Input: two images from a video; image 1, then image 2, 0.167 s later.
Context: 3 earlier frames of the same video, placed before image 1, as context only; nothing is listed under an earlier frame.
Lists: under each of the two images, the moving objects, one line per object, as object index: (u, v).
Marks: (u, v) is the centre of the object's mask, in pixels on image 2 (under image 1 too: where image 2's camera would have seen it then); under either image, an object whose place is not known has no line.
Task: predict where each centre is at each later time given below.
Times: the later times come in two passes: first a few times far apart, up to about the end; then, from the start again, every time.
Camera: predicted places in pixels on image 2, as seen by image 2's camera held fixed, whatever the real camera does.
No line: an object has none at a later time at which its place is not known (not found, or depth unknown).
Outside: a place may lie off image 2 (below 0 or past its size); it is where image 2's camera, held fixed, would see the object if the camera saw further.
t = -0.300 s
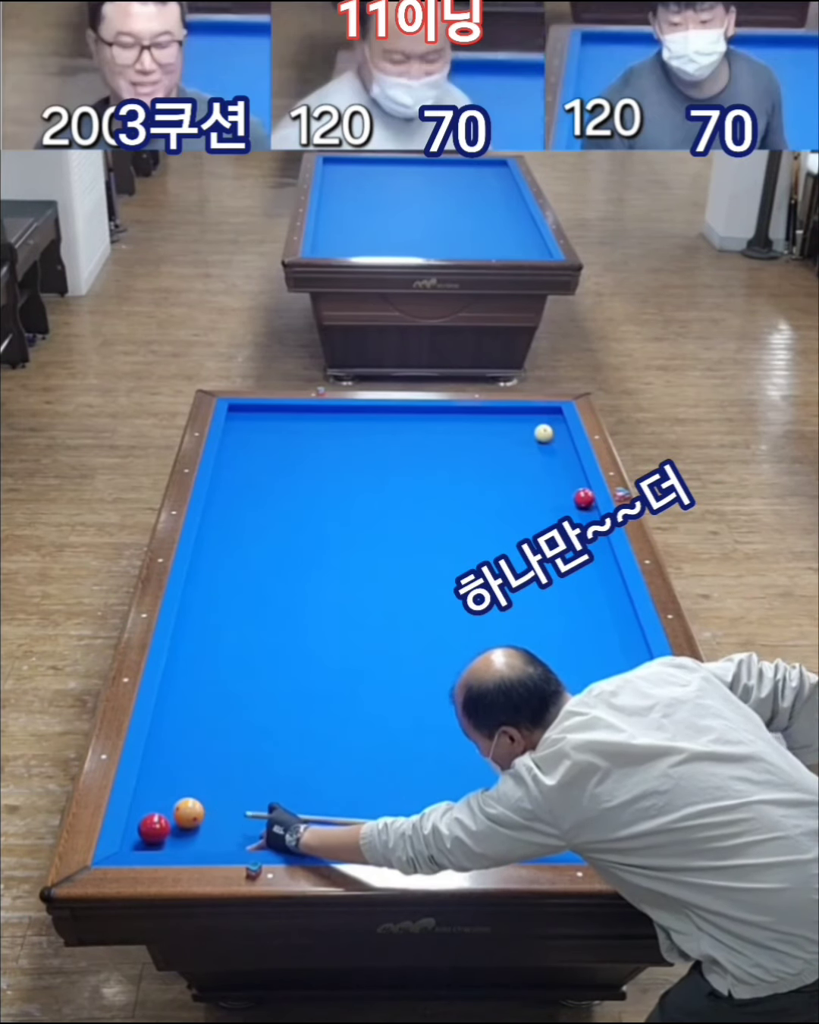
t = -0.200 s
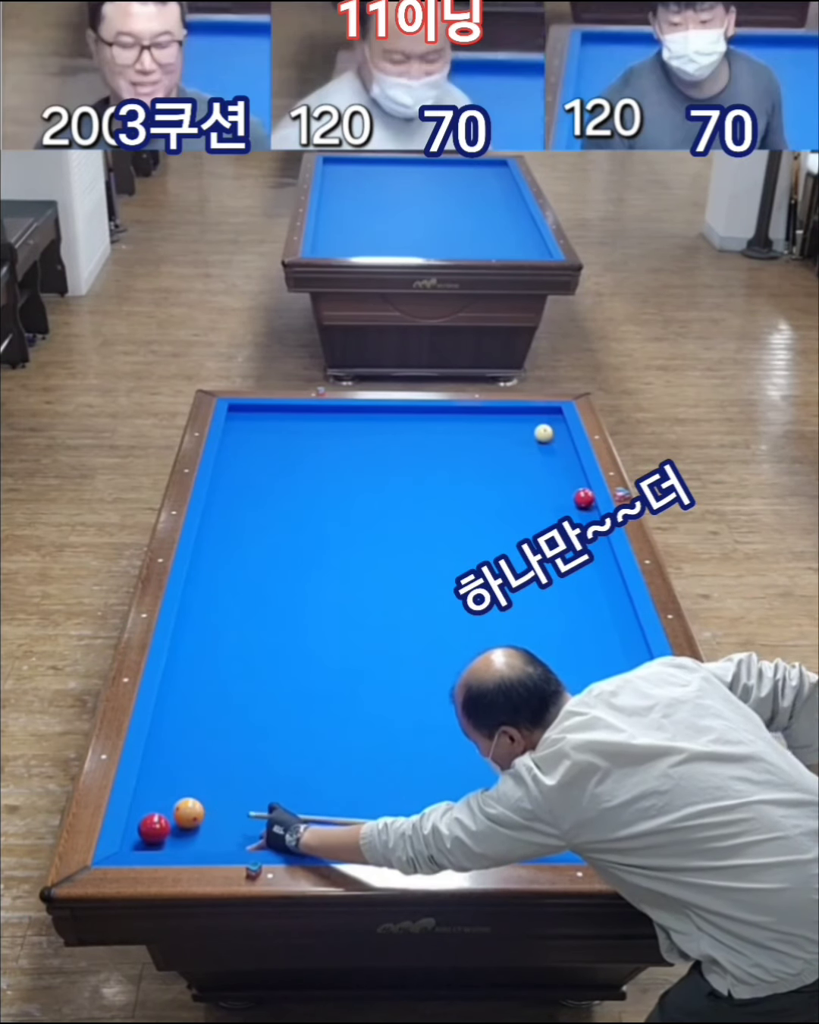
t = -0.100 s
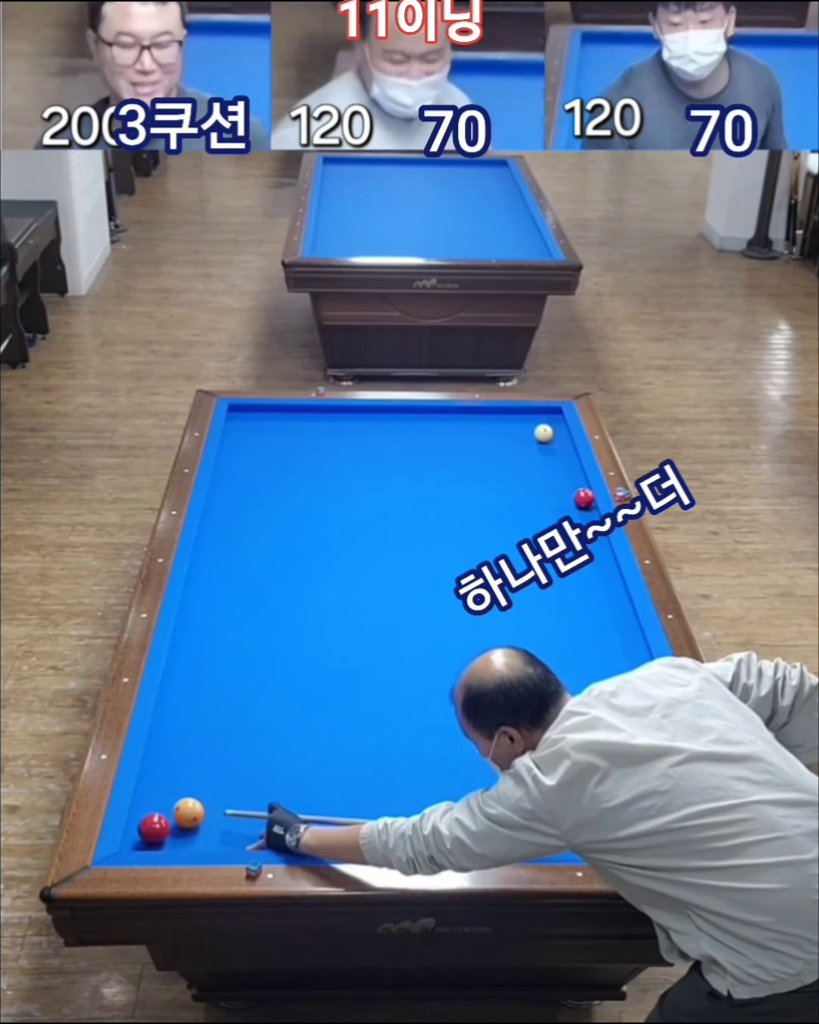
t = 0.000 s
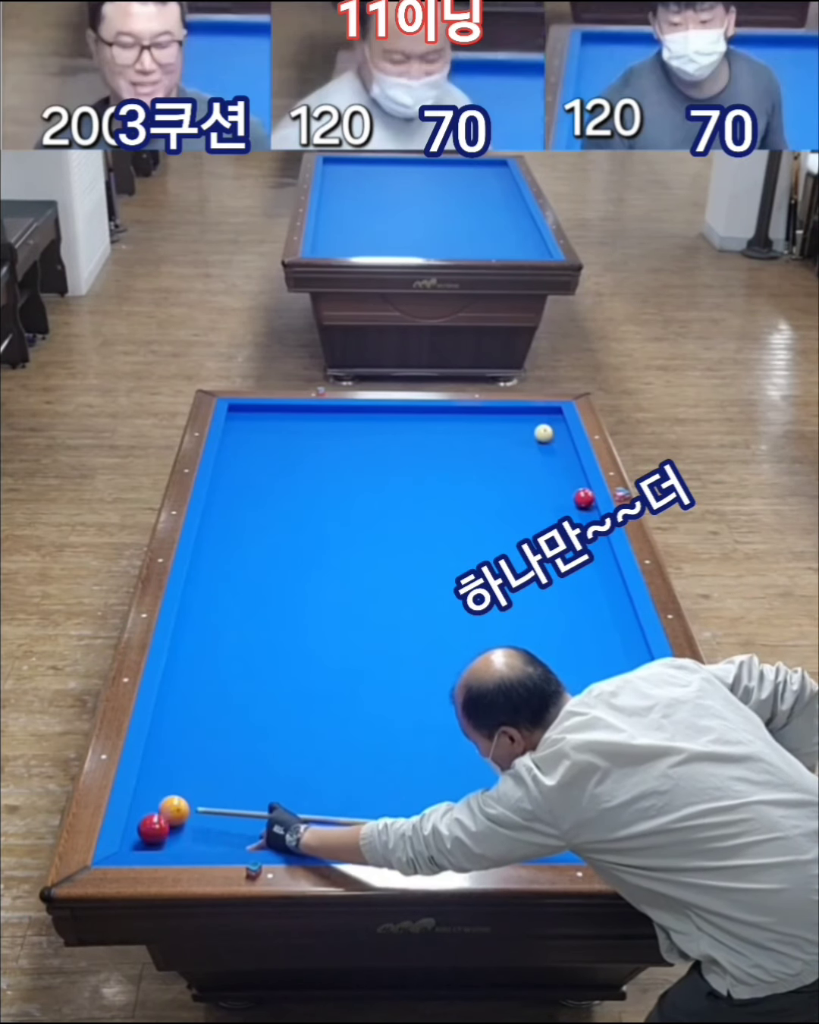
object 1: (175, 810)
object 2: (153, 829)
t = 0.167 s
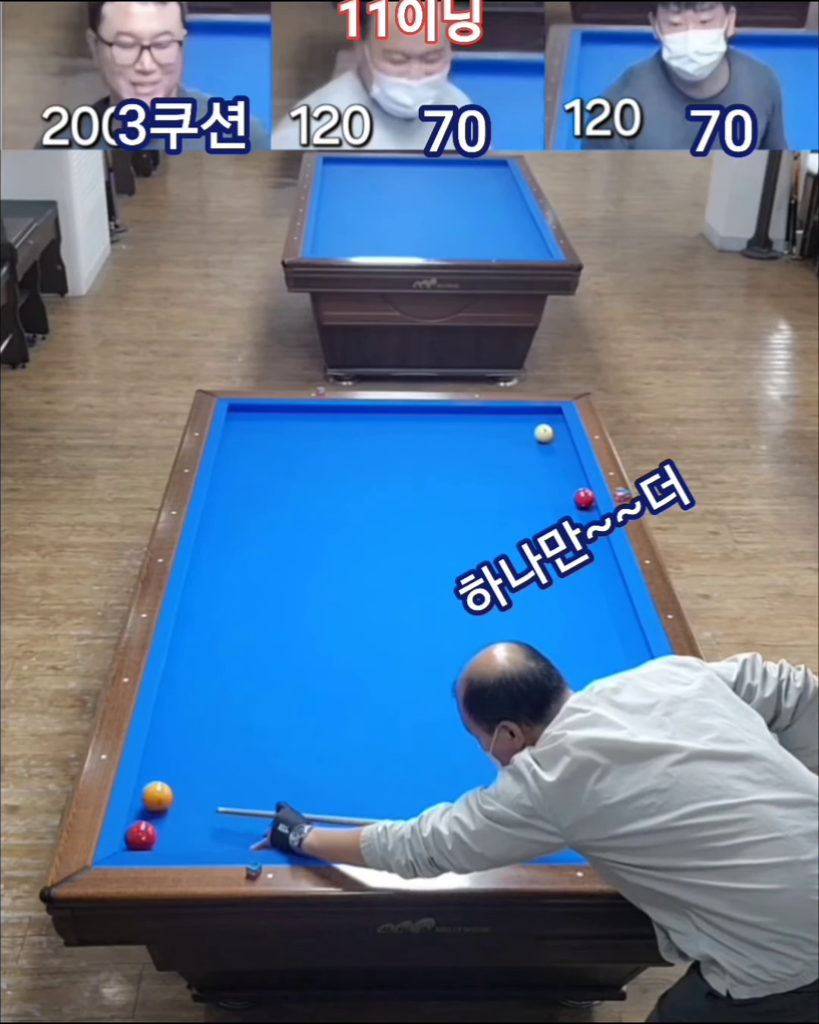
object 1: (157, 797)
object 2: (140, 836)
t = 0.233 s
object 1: (168, 792)
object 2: (140, 838)
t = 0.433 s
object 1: (197, 777)
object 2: (146, 840)
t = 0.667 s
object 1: (230, 762)
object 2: (152, 838)
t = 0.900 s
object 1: (261, 747)
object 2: (157, 837)
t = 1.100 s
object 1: (286, 735)
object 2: (161, 835)
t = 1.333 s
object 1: (313, 721)
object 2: (165, 833)
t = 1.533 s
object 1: (335, 711)
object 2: (167, 830)
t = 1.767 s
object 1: (360, 699)
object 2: (168, 829)
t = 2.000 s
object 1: (383, 688)
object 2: (169, 828)
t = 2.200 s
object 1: (401, 678)
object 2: (169, 828)
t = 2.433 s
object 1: (422, 668)
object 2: (169, 828)
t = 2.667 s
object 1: (441, 659)
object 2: (169, 828)
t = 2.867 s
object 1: (457, 651)
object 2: (169, 828)
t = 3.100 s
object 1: (474, 643)
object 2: (169, 828)
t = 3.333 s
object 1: (490, 634)
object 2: (168, 828)
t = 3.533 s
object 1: (503, 628)
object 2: (168, 828)
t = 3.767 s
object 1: (518, 620)
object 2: (168, 828)
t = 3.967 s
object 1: (530, 614)
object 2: (168, 828)
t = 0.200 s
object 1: (163, 794)
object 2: (139, 837)
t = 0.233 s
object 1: (168, 792)
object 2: (140, 838)
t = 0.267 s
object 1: (173, 789)
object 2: (141, 839)
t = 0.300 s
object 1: (178, 787)
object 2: (142, 839)
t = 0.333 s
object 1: (183, 785)
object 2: (143, 840)
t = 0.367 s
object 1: (188, 782)
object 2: (144, 840)
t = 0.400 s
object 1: (192, 780)
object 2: (145, 840)
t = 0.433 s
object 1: (197, 777)
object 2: (146, 840)
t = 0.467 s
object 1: (202, 775)
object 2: (147, 840)
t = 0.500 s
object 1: (207, 773)
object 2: (147, 840)
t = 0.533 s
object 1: (212, 770)
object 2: (148, 839)
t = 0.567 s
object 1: (217, 768)
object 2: (149, 839)
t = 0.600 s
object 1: (221, 766)
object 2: (150, 839)
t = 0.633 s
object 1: (226, 764)
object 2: (151, 838)
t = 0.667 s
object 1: (230, 762)
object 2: (152, 838)
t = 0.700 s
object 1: (234, 760)
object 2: (152, 838)
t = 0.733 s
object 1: (239, 757)
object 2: (153, 838)
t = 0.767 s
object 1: (243, 755)
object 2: (154, 837)
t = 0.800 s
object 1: (248, 753)
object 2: (155, 837)
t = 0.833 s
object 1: (252, 751)
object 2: (155, 837)
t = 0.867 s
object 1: (256, 749)
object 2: (156, 837)
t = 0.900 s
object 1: (261, 747)
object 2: (157, 837)
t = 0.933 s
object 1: (265, 745)
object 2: (158, 836)
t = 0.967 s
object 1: (269, 743)
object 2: (158, 836)
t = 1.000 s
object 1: (273, 741)
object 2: (159, 836)
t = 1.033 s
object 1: (278, 739)
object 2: (160, 836)
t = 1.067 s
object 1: (282, 737)
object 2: (160, 835)
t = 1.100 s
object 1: (286, 735)
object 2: (161, 835)
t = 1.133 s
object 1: (290, 733)
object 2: (162, 835)
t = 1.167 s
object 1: (294, 731)
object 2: (162, 835)
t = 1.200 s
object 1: (298, 729)
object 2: (163, 834)
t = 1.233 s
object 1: (302, 727)
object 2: (163, 834)
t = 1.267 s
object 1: (305, 725)
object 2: (164, 834)
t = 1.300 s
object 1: (309, 723)
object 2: (164, 834)
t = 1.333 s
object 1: (313, 721)
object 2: (165, 833)
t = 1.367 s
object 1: (317, 720)
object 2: (165, 832)
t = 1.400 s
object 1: (321, 718)
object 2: (166, 832)
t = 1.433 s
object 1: (324, 716)
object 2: (166, 831)
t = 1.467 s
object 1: (328, 714)
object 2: (166, 831)
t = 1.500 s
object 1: (332, 713)
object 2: (167, 831)
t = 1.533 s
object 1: (335, 711)
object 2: (167, 830)
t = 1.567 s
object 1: (339, 709)
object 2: (167, 830)
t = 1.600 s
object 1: (342, 707)
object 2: (168, 831)
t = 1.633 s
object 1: (346, 705)
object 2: (168, 831)
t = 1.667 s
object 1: (349, 704)
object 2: (168, 829)
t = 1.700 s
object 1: (353, 702)
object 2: (168, 829)
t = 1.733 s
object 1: (356, 700)
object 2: (168, 830)
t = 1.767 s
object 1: (360, 699)
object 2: (168, 829)
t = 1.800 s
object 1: (363, 697)
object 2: (168, 829)
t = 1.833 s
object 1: (366, 696)
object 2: (169, 829)
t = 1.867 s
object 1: (370, 694)
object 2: (169, 829)
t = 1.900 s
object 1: (373, 692)
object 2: (169, 829)
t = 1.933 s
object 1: (376, 691)
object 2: (169, 829)
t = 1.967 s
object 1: (380, 689)
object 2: (169, 829)
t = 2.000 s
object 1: (383, 688)
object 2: (169, 828)
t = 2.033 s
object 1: (386, 686)
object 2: (169, 828)
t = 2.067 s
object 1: (389, 685)
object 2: (169, 828)
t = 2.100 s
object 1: (392, 683)
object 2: (169, 828)
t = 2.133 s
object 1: (395, 682)
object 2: (169, 828)
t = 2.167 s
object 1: (398, 680)
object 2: (169, 828)
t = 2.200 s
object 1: (401, 678)
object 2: (169, 828)
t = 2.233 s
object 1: (404, 677)
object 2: (169, 828)
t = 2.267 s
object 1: (407, 675)
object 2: (169, 828)
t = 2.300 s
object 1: (410, 674)
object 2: (169, 828)
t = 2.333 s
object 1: (413, 673)
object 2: (169, 828)
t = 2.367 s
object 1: (416, 671)
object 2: (169, 828)
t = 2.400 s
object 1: (419, 670)
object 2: (169, 828)
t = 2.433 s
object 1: (422, 668)
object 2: (169, 828)
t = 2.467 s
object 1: (424, 667)
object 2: (169, 828)
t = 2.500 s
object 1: (427, 666)
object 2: (169, 828)
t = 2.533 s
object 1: (430, 664)
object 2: (169, 828)
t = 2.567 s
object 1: (433, 663)
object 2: (169, 828)
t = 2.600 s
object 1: (436, 661)
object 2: (169, 828)
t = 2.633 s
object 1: (438, 660)
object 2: (169, 828)
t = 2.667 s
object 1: (441, 659)
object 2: (169, 828)
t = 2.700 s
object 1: (444, 658)
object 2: (169, 828)
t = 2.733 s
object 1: (446, 656)
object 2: (169, 828)
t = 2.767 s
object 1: (449, 655)
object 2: (169, 828)
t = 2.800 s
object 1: (452, 654)
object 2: (169, 828)
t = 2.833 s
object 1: (454, 653)
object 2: (169, 828)
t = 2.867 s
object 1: (457, 651)
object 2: (169, 828)
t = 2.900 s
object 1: (459, 650)
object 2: (169, 828)
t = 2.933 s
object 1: (462, 648)
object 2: (169, 828)
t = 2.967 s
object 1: (464, 647)
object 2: (169, 828)
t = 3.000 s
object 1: (466, 646)
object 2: (169, 828)
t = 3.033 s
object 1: (469, 645)
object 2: (169, 828)
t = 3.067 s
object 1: (471, 644)
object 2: (168, 828)
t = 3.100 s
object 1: (474, 643)
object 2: (169, 828)
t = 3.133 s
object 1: (476, 641)
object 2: (169, 828)
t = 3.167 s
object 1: (478, 640)
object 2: (169, 828)
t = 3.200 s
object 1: (481, 639)
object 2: (168, 828)
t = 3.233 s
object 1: (483, 638)
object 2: (168, 828)
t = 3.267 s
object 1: (485, 637)
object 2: (168, 828)
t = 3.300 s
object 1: (488, 635)
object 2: (168, 828)
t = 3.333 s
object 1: (490, 634)
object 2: (168, 828)
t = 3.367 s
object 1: (492, 633)
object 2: (168, 828)
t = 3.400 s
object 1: (495, 632)
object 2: (168, 828)
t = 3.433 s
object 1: (497, 631)
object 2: (168, 828)
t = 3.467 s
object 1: (499, 630)
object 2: (168, 828)
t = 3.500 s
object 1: (501, 629)
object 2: (168, 828)
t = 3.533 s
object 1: (503, 628)
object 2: (168, 828)
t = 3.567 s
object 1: (505, 627)
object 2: (168, 828)
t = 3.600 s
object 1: (508, 625)
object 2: (168, 828)
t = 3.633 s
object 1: (510, 624)
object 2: (168, 828)
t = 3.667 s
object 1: (512, 623)
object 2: (168, 828)
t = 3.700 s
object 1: (514, 622)
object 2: (168, 828)
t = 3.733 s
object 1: (516, 621)
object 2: (168, 828)
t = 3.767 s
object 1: (518, 620)
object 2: (168, 828)
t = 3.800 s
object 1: (520, 619)
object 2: (168, 828)
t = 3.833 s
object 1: (522, 618)
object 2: (168, 828)
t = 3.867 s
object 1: (524, 617)
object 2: (168, 828)
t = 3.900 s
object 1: (526, 616)
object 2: (168, 828)
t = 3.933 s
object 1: (528, 615)
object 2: (168, 828)
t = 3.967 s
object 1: (530, 614)
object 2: (168, 828)
